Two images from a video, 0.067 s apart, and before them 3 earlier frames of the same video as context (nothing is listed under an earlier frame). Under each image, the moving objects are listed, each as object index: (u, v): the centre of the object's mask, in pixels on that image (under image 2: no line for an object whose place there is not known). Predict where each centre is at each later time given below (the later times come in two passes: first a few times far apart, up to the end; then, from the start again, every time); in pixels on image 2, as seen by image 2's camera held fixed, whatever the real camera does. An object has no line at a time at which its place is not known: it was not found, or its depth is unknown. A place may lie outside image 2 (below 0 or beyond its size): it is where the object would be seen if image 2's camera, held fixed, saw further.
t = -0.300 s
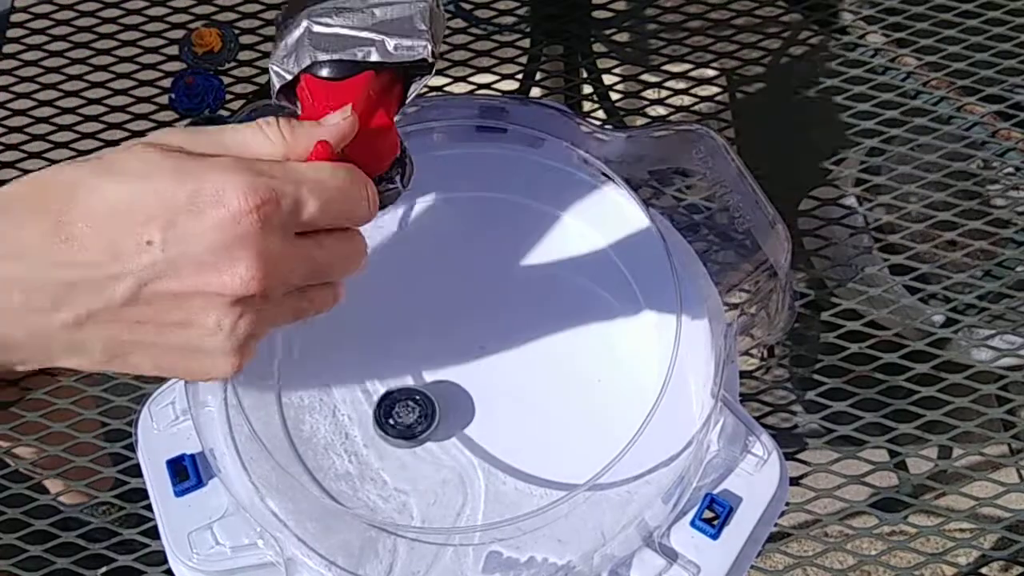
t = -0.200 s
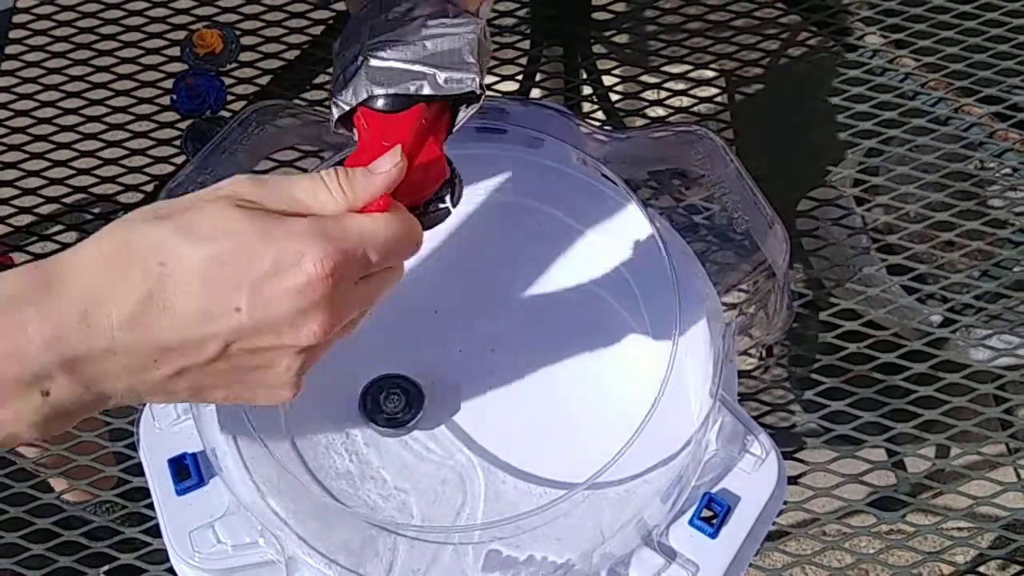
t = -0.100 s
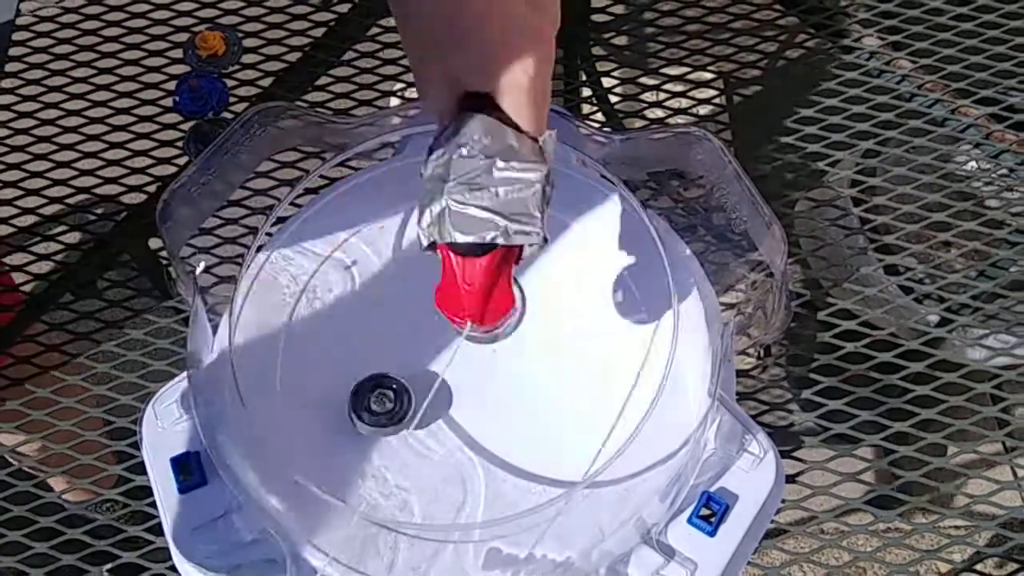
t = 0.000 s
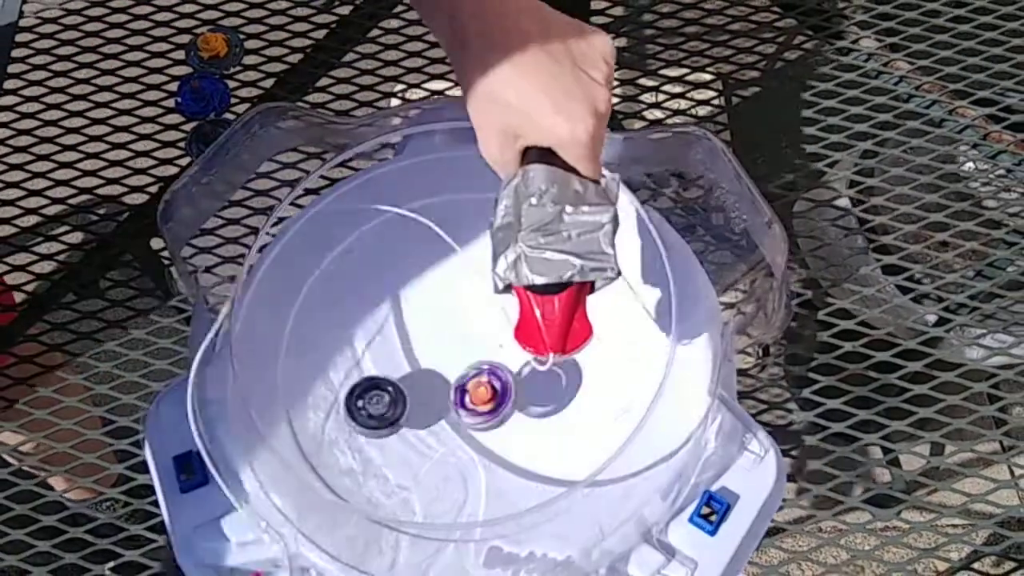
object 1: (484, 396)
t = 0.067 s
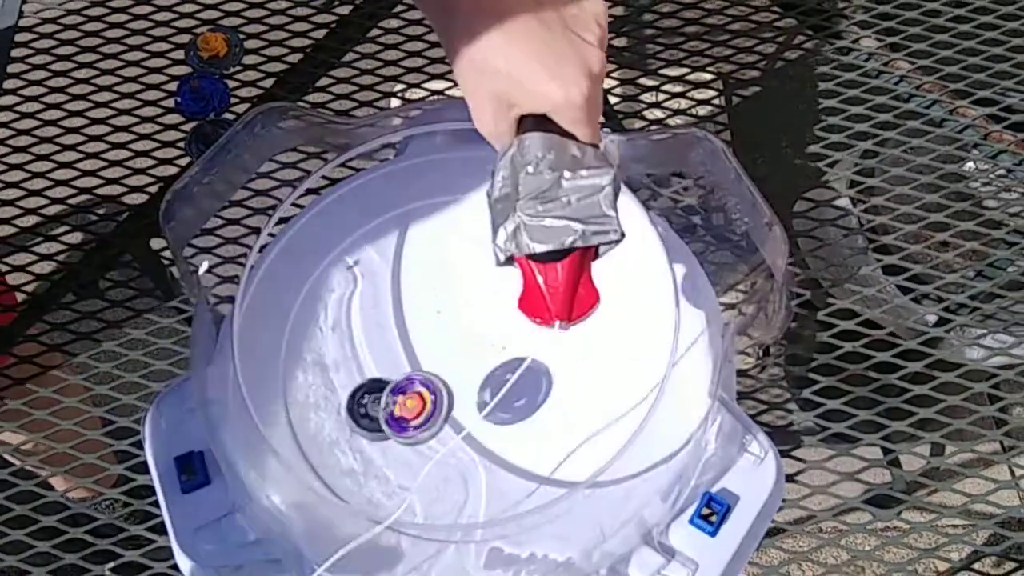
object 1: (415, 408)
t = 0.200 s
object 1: (315, 447)
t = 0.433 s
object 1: (347, 408)
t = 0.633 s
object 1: (422, 433)
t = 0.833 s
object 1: (504, 465)
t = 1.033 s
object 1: (541, 470)
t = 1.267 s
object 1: (542, 444)
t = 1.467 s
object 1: (503, 423)
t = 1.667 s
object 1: (454, 433)
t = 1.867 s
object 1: (424, 461)
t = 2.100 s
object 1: (415, 478)
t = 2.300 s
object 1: (417, 471)
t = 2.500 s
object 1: (413, 451)
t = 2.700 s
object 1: (393, 431)
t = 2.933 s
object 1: (369, 413)
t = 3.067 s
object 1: (359, 406)
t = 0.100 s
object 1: (382, 424)
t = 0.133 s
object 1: (350, 447)
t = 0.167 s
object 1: (328, 452)
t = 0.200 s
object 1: (315, 447)
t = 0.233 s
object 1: (302, 447)
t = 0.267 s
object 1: (296, 443)
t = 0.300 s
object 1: (299, 436)
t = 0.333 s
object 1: (303, 431)
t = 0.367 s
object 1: (314, 424)
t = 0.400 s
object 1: (329, 416)
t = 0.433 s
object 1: (347, 408)
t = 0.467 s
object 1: (369, 400)
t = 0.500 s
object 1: (383, 401)
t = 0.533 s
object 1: (390, 408)
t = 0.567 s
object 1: (398, 416)
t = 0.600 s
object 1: (410, 424)
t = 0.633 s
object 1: (422, 433)
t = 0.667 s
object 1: (437, 440)
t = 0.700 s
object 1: (453, 446)
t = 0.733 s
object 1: (467, 451)
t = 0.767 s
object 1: (482, 455)
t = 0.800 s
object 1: (493, 460)
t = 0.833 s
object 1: (504, 465)
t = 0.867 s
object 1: (511, 468)
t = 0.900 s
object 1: (519, 471)
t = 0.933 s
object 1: (525, 472)
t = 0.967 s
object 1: (531, 473)
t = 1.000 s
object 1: (537, 472)
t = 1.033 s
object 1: (541, 470)
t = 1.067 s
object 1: (545, 468)
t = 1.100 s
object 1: (548, 465)
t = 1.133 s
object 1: (548, 463)
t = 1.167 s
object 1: (549, 458)
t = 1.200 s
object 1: (548, 453)
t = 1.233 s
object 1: (544, 448)
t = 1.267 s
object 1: (542, 444)
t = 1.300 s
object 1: (538, 439)
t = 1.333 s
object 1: (530, 435)
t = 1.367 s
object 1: (526, 431)
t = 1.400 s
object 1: (518, 428)
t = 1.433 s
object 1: (510, 425)
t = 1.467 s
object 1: (503, 423)
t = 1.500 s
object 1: (495, 422)
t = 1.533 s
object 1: (484, 422)
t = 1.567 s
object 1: (478, 424)
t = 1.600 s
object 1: (469, 426)
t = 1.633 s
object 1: (461, 429)
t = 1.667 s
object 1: (454, 433)
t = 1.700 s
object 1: (448, 437)
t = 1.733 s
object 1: (442, 442)
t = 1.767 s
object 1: (436, 447)
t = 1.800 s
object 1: (431, 453)
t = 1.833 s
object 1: (428, 457)
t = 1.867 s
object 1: (424, 461)
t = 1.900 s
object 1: (421, 465)
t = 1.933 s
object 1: (418, 469)
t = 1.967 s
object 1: (417, 472)
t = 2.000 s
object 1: (417, 474)
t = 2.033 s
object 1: (415, 476)
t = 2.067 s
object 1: (416, 477)
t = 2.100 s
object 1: (415, 478)
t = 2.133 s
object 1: (416, 477)
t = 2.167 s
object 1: (416, 477)
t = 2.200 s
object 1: (416, 476)
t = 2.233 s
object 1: (416, 475)
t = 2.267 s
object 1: (416, 473)
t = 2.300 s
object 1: (417, 471)
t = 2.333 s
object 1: (416, 467)
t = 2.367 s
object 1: (416, 465)
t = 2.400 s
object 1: (416, 461)
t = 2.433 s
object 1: (415, 458)
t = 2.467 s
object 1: (415, 454)
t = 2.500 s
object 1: (413, 451)
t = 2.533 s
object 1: (411, 447)
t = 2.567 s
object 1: (408, 444)
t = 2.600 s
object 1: (405, 441)
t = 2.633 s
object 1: (402, 438)
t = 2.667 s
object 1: (398, 434)
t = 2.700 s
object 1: (393, 431)
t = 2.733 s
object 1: (389, 428)
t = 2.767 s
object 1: (386, 426)
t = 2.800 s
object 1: (382, 423)
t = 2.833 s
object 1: (379, 421)
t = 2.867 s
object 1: (375, 418)
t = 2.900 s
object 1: (372, 416)
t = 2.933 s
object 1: (369, 413)
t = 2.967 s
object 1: (366, 411)
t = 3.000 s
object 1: (363, 409)
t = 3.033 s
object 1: (361, 407)
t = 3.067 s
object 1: (359, 406)
